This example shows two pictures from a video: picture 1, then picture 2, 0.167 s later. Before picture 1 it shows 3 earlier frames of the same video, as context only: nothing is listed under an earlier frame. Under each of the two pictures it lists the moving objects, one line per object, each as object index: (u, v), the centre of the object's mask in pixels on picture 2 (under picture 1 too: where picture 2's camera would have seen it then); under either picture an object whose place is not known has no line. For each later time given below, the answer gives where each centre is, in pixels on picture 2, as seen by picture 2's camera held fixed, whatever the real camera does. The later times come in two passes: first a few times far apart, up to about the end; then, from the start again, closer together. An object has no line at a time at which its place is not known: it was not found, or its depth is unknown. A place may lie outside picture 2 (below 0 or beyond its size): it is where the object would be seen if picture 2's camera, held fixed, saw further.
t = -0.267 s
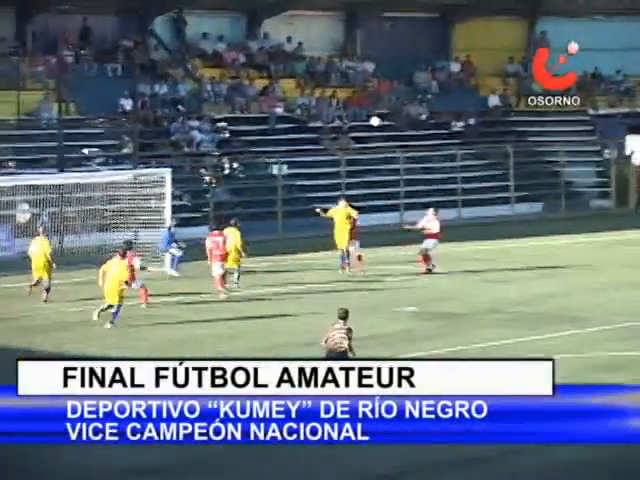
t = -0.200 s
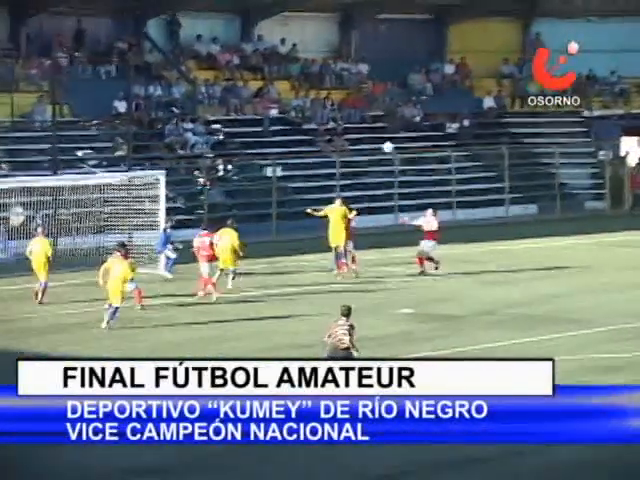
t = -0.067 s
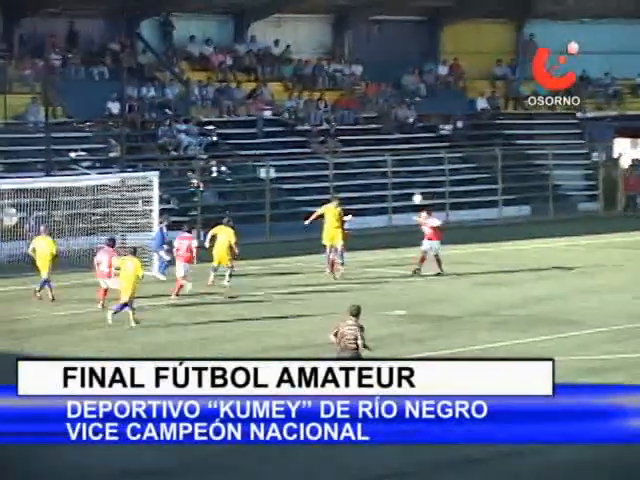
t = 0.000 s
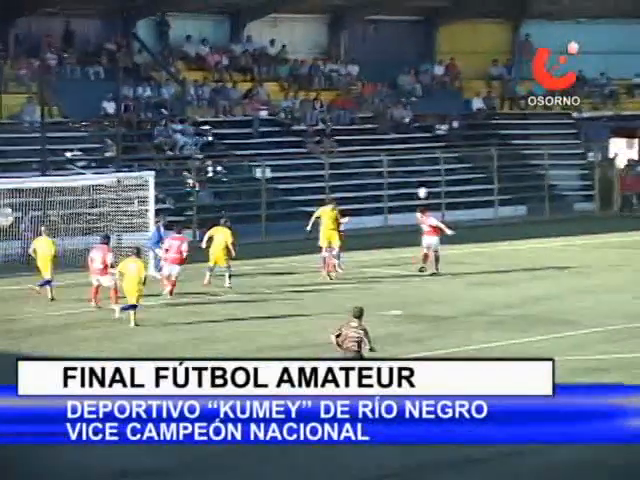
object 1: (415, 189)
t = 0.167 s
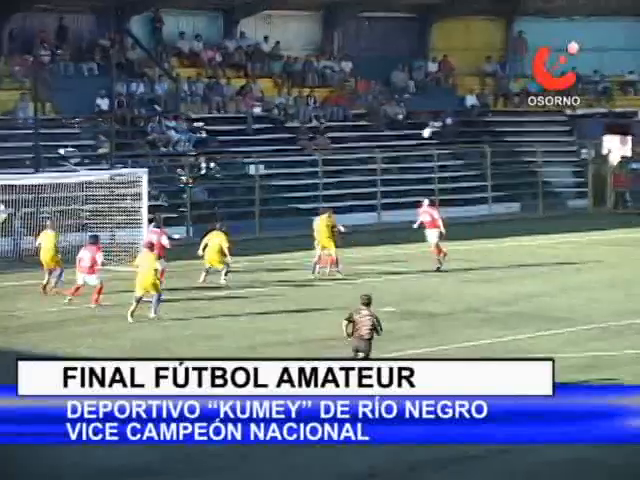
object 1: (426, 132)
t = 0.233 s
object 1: (432, 113)
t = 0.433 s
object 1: (447, 66)
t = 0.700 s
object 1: (467, 28)
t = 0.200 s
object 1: (429, 122)
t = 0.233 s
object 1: (432, 113)
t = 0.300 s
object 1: (436, 95)
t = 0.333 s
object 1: (439, 87)
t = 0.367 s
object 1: (442, 79)
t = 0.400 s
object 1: (445, 72)
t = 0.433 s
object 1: (447, 66)
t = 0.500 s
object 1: (453, 53)
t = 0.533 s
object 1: (454, 48)
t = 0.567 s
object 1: (457, 44)
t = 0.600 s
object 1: (458, 39)
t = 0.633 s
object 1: (461, 35)
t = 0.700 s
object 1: (467, 28)
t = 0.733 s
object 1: (469, 26)
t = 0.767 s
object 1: (472, 23)
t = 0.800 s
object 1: (472, 22)
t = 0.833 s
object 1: (474, 21)
